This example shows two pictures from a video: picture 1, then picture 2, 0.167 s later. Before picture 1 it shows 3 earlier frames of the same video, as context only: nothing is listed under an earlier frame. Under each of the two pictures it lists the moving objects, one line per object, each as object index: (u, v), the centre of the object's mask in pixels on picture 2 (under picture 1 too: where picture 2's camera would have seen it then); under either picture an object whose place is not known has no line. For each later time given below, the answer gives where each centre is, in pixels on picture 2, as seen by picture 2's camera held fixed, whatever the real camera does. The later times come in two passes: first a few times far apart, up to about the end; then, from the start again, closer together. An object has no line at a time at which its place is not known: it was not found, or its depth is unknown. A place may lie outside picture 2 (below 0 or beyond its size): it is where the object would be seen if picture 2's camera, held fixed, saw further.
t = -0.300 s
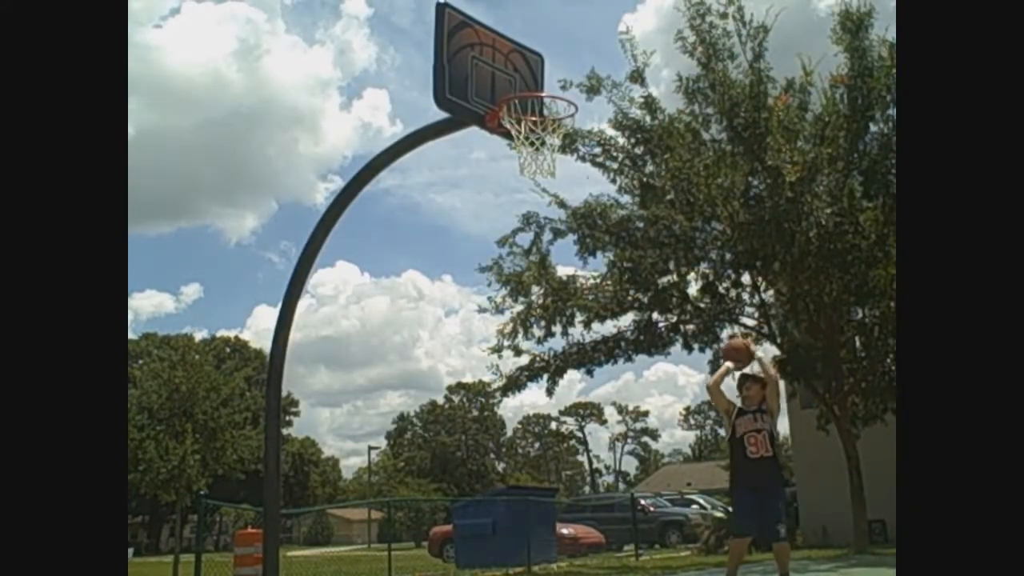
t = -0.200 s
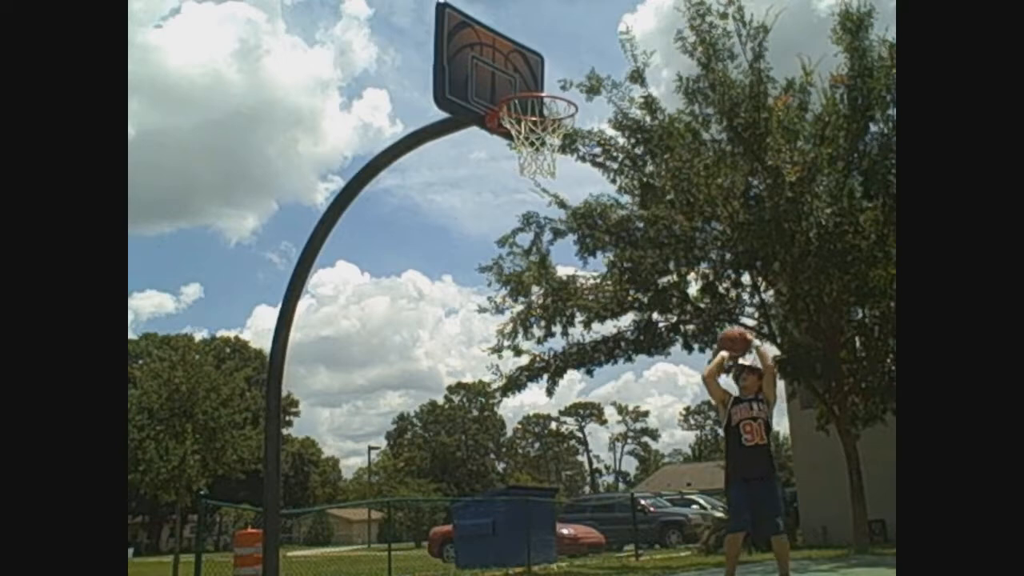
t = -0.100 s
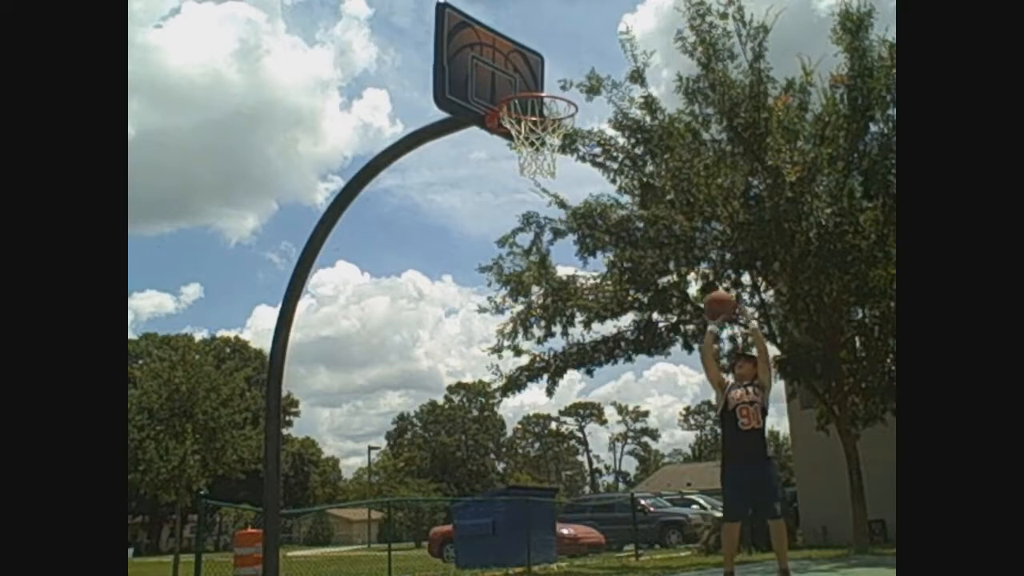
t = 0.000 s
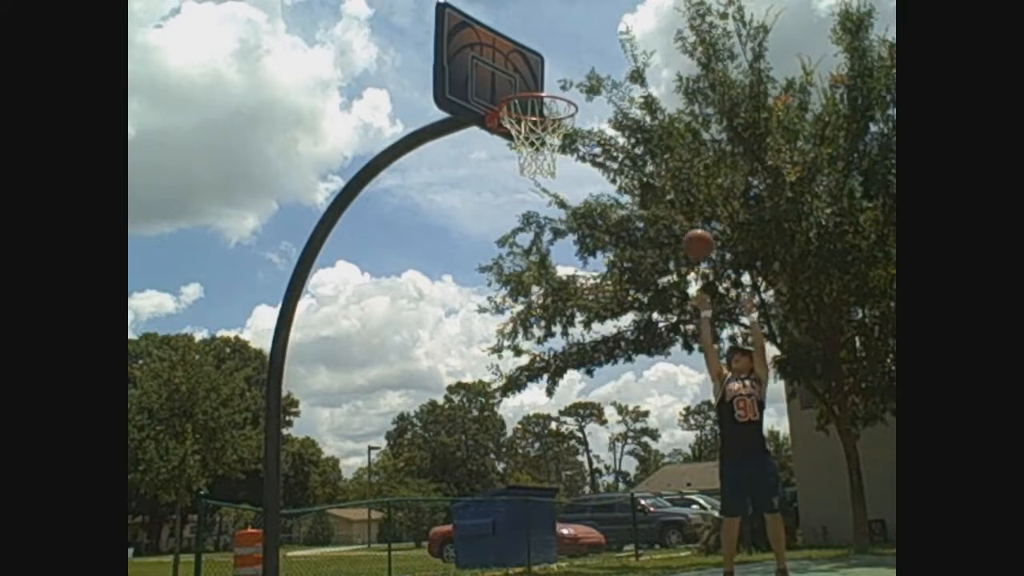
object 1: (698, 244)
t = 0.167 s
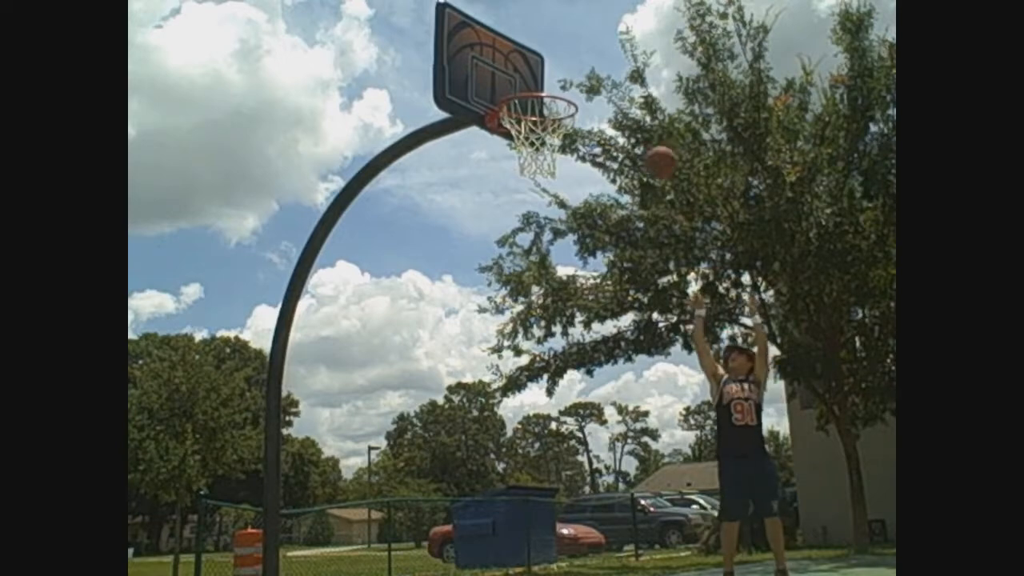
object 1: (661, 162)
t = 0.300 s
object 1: (630, 119)
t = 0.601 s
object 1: (564, 87)
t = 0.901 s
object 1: (536, 114)
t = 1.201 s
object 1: (553, 173)
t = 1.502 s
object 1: (558, 324)
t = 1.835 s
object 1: (557, 533)
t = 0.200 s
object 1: (653, 149)
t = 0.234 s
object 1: (645, 138)
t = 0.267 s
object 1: (637, 128)
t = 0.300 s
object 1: (630, 119)
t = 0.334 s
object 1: (623, 111)
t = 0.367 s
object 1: (615, 104)
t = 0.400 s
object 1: (608, 97)
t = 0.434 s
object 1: (600, 93)
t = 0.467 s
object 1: (593, 90)
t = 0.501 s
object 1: (586, 88)
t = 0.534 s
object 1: (578, 87)
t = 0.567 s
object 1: (570, 89)
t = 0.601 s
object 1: (564, 87)
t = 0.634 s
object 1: (558, 90)
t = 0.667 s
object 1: (549, 96)
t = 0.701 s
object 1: (545, 96)
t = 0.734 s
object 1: (541, 96)
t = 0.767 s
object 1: (538, 94)
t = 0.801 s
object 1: (533, 99)
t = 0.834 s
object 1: (528, 103)
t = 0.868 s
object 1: (532, 108)
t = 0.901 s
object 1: (536, 114)
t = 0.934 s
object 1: (541, 118)
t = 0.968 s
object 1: (543, 131)
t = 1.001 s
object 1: (548, 139)
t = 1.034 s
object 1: (550, 145)
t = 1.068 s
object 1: (552, 148)
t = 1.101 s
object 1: (552, 151)
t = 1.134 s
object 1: (552, 155)
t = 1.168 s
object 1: (553, 165)
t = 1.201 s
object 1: (553, 173)
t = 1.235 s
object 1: (554, 185)
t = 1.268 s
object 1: (554, 192)
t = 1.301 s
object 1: (554, 204)
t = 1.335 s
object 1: (555, 219)
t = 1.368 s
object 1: (555, 237)
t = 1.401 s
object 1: (555, 255)
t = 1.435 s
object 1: (557, 276)
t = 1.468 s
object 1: (557, 298)
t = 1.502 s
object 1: (558, 324)
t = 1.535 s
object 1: (559, 352)
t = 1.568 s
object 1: (560, 382)
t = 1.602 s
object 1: (561, 414)
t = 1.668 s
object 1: (564, 489)
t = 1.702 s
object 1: (566, 530)
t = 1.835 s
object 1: (557, 533)
